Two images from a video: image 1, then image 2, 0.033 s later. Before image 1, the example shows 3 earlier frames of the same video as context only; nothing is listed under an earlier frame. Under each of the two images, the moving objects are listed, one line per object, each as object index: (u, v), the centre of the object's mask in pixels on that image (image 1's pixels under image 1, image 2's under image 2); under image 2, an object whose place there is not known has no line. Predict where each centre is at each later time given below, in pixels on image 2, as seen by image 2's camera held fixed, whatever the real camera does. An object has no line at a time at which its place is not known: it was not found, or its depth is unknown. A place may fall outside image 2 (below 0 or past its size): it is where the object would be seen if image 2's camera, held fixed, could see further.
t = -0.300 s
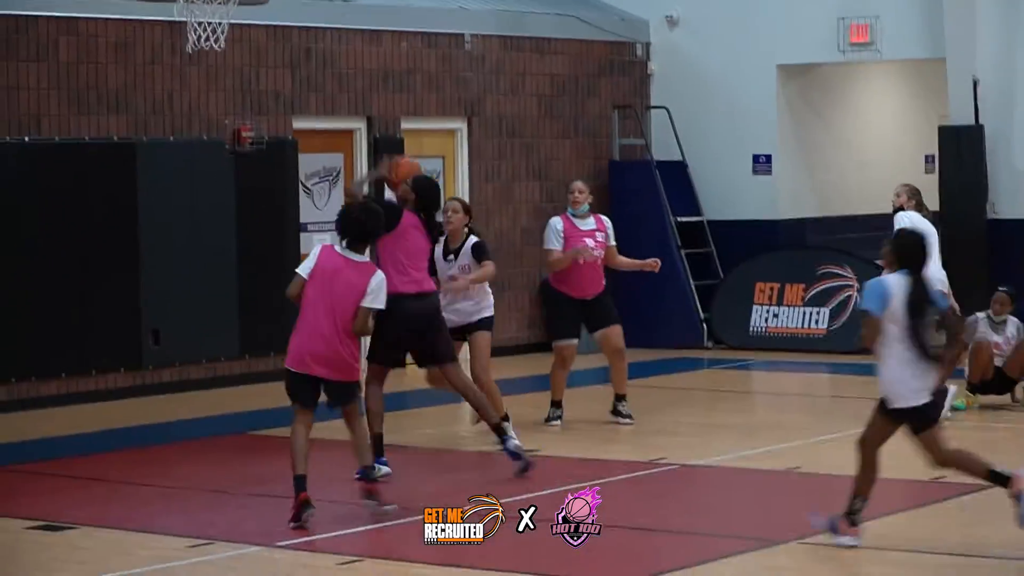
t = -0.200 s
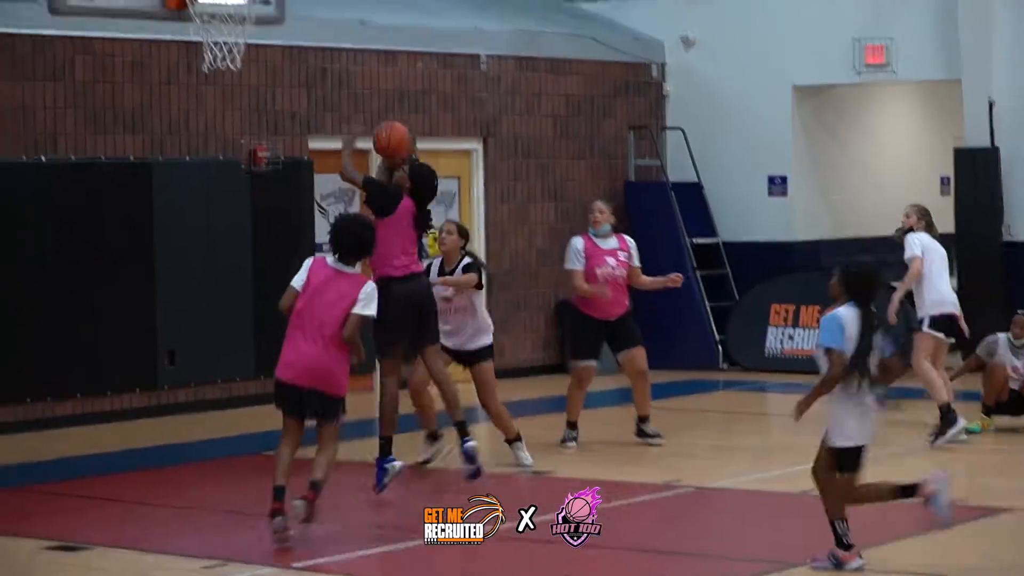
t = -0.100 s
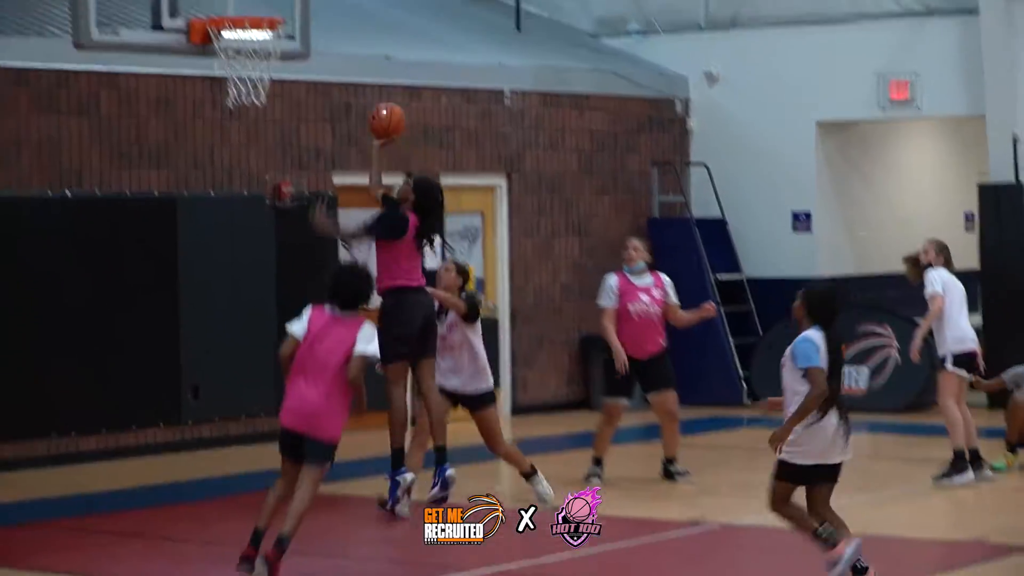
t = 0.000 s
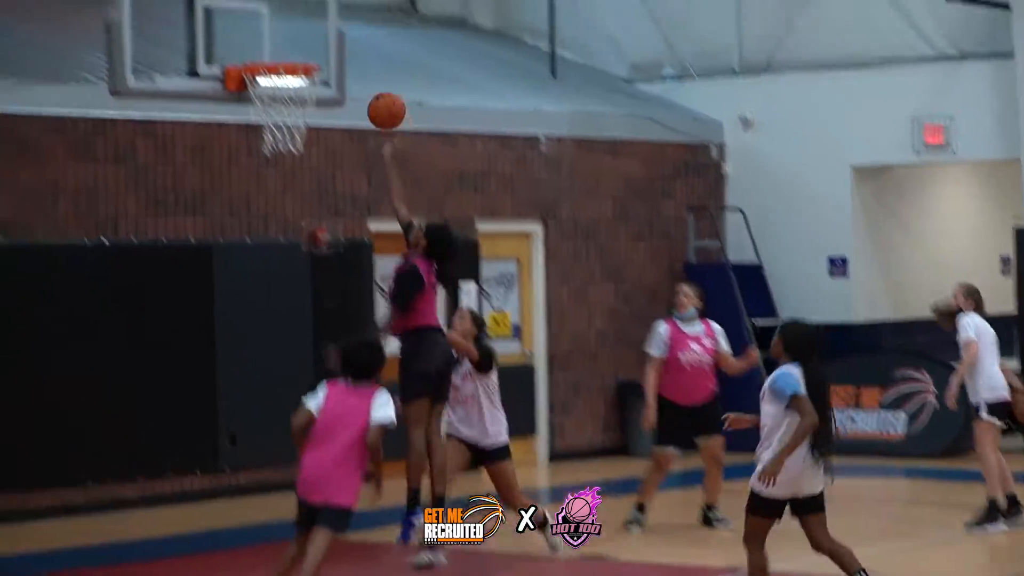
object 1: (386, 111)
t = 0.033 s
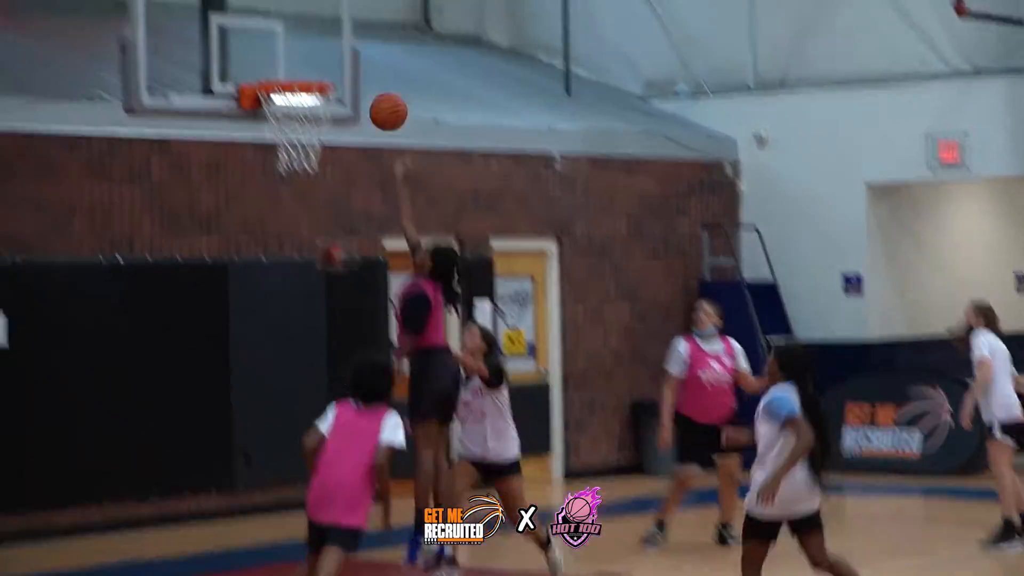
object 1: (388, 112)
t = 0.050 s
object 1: (383, 104)
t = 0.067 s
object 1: (378, 97)
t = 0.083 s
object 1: (371, 89)
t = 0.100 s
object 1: (366, 84)
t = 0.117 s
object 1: (361, 78)
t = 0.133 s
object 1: (355, 73)
